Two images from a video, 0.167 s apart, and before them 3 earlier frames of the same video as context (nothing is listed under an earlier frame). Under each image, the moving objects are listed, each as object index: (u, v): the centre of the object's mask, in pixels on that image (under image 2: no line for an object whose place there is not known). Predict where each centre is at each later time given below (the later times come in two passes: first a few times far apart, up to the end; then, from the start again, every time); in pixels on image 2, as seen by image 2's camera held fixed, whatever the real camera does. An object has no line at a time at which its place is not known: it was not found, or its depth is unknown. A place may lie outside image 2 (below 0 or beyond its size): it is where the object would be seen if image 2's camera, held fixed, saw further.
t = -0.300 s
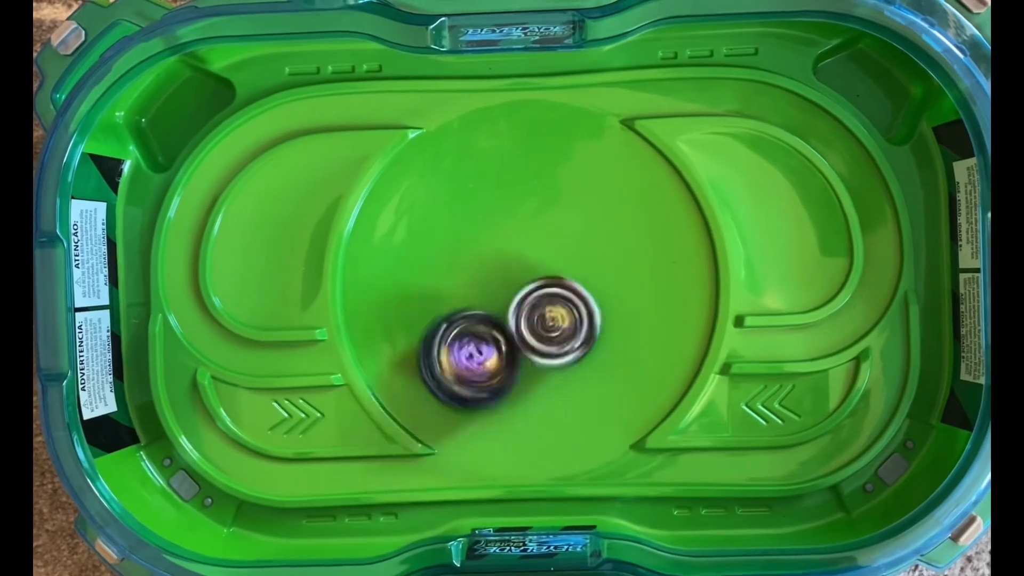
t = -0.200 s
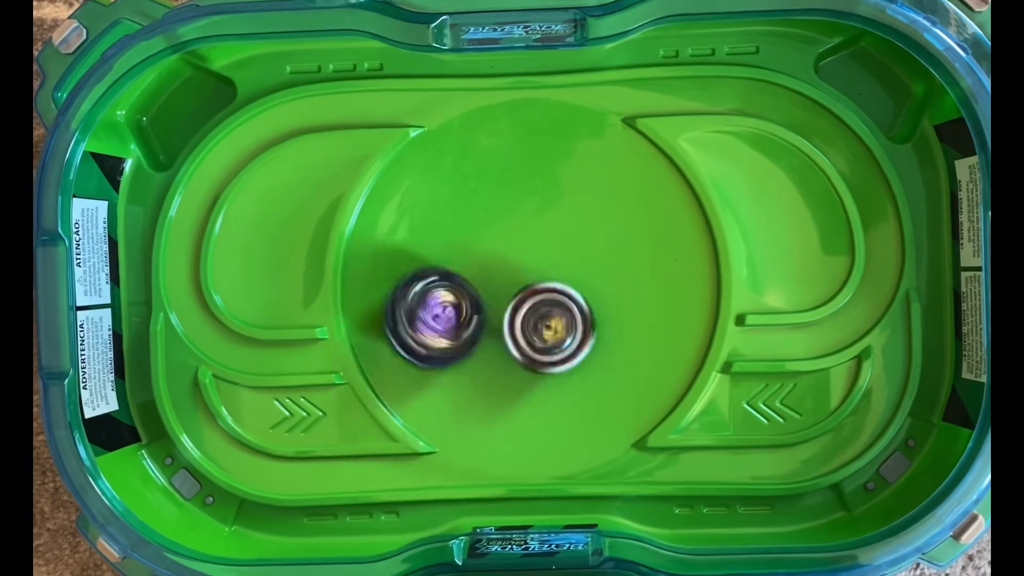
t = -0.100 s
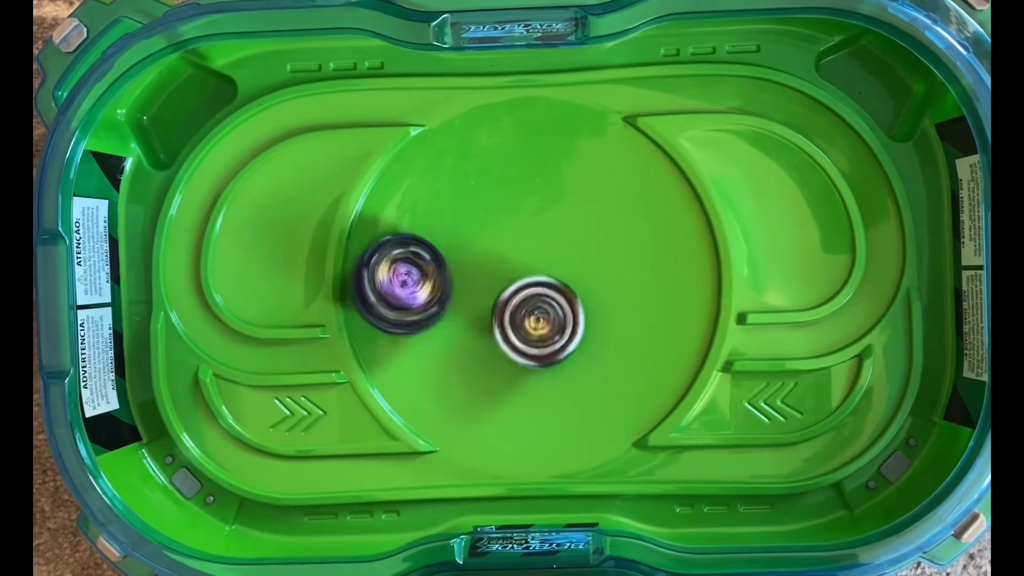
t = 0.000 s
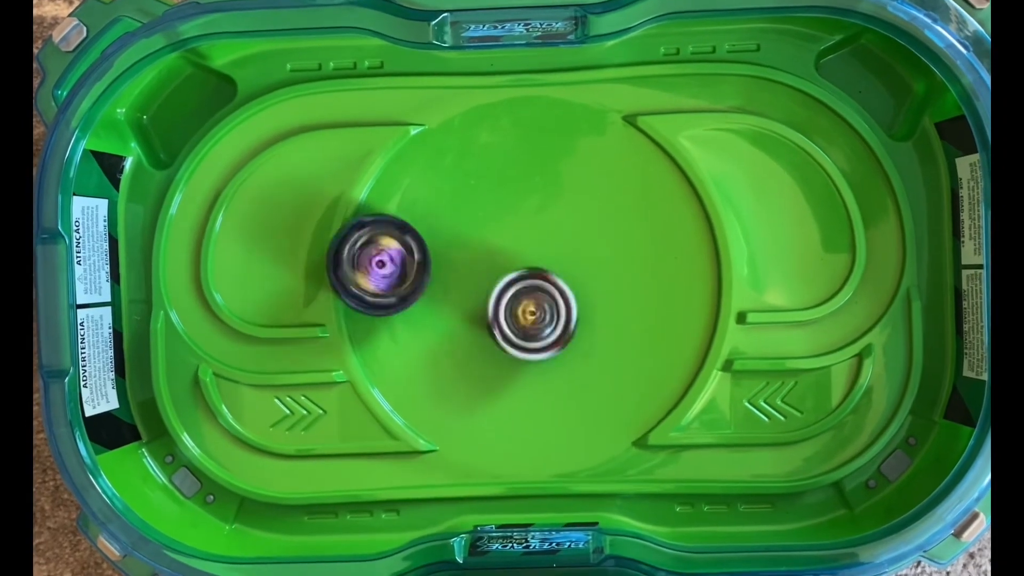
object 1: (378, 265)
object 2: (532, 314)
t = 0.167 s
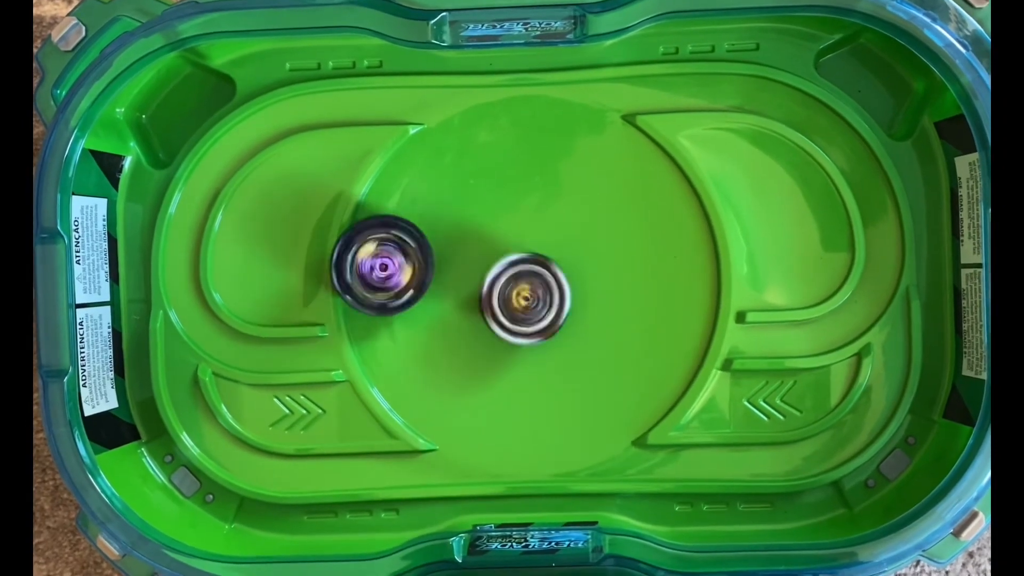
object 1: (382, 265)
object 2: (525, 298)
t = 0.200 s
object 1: (384, 262)
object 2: (526, 295)
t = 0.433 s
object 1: (453, 240)
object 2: (549, 292)
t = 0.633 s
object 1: (507, 223)
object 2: (587, 317)
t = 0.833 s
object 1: (559, 228)
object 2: (574, 337)
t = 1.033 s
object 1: (604, 250)
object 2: (526, 323)
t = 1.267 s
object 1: (607, 265)
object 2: (490, 258)
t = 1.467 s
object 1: (574, 302)
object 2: (501, 223)
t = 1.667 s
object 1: (522, 329)
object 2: (531, 227)
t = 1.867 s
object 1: (453, 345)
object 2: (538, 252)
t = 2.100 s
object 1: (437, 328)
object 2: (513, 279)
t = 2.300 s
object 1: (421, 271)
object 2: (521, 286)
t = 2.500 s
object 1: (421, 249)
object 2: (526, 292)
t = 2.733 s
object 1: (458, 227)
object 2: (524, 285)
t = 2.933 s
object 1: (491, 194)
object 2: (510, 315)
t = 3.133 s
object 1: (496, 196)
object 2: (512, 344)
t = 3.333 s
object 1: (524, 215)
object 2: (519, 338)
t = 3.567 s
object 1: (562, 235)
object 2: (518, 334)
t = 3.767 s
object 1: (577, 245)
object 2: (518, 334)
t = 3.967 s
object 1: (580, 253)
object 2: (518, 334)
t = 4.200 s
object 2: (517, 334)
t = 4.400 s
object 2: (516, 334)
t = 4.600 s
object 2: (517, 334)
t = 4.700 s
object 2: (517, 334)
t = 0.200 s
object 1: (384, 262)
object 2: (526, 295)
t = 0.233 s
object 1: (391, 259)
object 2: (526, 291)
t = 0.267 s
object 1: (399, 260)
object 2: (529, 288)
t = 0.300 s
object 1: (409, 258)
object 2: (530, 286)
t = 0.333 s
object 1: (424, 256)
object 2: (531, 283)
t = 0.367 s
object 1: (436, 255)
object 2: (533, 281)
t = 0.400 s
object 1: (443, 247)
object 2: (543, 287)
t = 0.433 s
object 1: (453, 240)
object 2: (549, 292)
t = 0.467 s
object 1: (463, 238)
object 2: (557, 293)
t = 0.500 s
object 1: (468, 235)
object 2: (569, 295)
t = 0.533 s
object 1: (476, 229)
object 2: (576, 302)
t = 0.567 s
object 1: (489, 224)
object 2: (581, 307)
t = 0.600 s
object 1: (499, 223)
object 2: (585, 311)
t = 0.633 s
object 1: (507, 223)
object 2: (587, 317)
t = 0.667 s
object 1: (515, 220)
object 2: (588, 322)
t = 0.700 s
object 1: (527, 219)
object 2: (586, 325)
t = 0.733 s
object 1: (538, 223)
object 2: (585, 329)
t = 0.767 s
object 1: (544, 226)
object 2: (581, 330)
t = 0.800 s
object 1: (550, 227)
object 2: (580, 331)
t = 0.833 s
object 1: (559, 228)
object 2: (574, 337)
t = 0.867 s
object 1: (569, 232)
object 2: (566, 336)
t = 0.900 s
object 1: (577, 240)
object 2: (562, 335)
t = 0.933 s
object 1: (584, 243)
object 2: (551, 336)
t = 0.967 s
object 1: (592, 243)
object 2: (543, 331)
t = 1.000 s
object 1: (600, 246)
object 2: (536, 328)
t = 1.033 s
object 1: (604, 250)
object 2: (526, 323)
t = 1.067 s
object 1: (606, 252)
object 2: (518, 314)
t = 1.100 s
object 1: (609, 252)
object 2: (511, 307)
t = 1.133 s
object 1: (613, 253)
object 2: (503, 298)
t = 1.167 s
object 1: (613, 256)
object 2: (498, 287)
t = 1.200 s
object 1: (608, 259)
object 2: (495, 277)
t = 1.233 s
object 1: (606, 260)
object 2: (491, 268)
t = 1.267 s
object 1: (607, 265)
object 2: (490, 258)
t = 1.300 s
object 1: (605, 273)
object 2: (490, 250)
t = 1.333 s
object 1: (598, 278)
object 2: (489, 242)
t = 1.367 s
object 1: (594, 282)
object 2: (493, 236)
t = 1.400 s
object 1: (590, 288)
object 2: (495, 233)
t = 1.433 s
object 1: (583, 297)
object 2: (496, 227)
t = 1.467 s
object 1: (574, 302)
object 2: (501, 223)
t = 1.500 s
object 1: (567, 305)
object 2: (505, 226)
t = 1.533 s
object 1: (562, 309)
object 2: (506, 229)
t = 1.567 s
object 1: (556, 313)
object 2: (509, 227)
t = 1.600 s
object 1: (548, 318)
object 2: (516, 229)
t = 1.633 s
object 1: (535, 323)
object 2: (522, 228)
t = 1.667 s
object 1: (522, 329)
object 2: (531, 227)
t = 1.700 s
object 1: (509, 334)
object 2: (536, 233)
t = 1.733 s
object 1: (496, 338)
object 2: (535, 240)
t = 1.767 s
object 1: (484, 339)
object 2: (531, 242)
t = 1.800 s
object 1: (474, 342)
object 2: (531, 241)
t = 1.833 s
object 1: (463, 344)
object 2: (536, 245)
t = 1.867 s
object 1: (453, 345)
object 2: (538, 252)
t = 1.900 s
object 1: (446, 344)
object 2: (535, 258)
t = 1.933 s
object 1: (442, 343)
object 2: (530, 262)
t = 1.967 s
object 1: (439, 342)
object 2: (526, 264)
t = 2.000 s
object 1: (439, 340)
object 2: (523, 268)
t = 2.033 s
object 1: (438, 339)
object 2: (520, 275)
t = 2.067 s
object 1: (438, 335)
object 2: (513, 279)
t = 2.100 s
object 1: (437, 328)
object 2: (513, 279)
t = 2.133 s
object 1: (434, 317)
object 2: (520, 283)
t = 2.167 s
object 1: (433, 305)
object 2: (523, 290)
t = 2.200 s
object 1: (431, 295)
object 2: (524, 296)
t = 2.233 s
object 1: (427, 285)
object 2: (519, 296)
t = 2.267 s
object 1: (423, 278)
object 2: (519, 290)
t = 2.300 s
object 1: (421, 271)
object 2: (521, 286)
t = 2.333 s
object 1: (420, 266)
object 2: (524, 284)
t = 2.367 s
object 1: (419, 262)
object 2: (527, 283)
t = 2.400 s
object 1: (418, 258)
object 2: (531, 285)
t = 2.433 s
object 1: (419, 255)
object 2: (532, 288)
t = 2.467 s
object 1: (419, 252)
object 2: (530, 292)
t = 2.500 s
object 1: (421, 249)
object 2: (526, 292)
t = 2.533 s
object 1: (423, 246)
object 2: (523, 291)
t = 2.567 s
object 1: (427, 243)
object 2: (521, 289)
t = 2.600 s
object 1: (432, 240)
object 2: (520, 285)
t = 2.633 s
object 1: (438, 237)
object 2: (522, 281)
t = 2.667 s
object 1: (444, 234)
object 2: (526, 278)
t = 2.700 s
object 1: (451, 231)
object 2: (528, 281)
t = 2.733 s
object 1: (458, 227)
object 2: (524, 285)
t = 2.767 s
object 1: (468, 220)
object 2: (521, 290)
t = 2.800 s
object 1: (477, 215)
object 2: (517, 296)
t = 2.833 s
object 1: (483, 210)
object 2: (511, 296)
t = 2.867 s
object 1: (488, 205)
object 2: (509, 297)
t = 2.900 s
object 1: (490, 200)
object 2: (510, 307)
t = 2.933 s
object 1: (491, 194)
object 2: (510, 315)
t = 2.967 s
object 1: (491, 189)
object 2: (512, 323)
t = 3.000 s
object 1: (492, 186)
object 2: (511, 330)
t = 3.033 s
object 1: (493, 185)
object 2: (512, 336)
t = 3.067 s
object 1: (494, 188)
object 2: (512, 340)
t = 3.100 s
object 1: (494, 192)
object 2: (512, 342)
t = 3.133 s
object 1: (496, 196)
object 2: (512, 344)
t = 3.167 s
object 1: (498, 198)
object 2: (511, 344)
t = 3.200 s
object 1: (502, 201)
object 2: (512, 343)
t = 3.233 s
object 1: (507, 202)
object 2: (513, 341)
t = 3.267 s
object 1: (512, 206)
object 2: (516, 340)
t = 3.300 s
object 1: (518, 211)
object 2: (518, 339)
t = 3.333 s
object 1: (524, 215)
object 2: (519, 338)
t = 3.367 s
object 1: (531, 221)
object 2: (519, 337)
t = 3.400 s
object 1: (537, 225)
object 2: (518, 335)
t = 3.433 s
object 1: (543, 230)
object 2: (517, 334)
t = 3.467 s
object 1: (548, 233)
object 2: (517, 334)
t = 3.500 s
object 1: (553, 234)
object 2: (517, 334)
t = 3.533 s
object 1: (557, 235)
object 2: (518, 335)
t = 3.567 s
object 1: (562, 235)
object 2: (518, 334)
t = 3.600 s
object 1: (567, 235)
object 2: (518, 334)
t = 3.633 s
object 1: (570, 238)
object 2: (518, 334)
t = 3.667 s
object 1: (572, 242)
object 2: (518, 334)
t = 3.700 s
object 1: (574, 244)
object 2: (518, 334)
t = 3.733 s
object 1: (575, 245)
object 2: (517, 334)
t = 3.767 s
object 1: (577, 245)
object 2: (518, 334)
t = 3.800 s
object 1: (579, 245)
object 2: (518, 334)
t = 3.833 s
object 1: (578, 246)
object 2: (518, 334)
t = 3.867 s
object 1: (578, 248)
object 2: (518, 334)
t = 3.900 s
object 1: (579, 249)
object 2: (518, 334)
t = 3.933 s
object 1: (579, 251)
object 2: (518, 334)
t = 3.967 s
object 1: (580, 253)
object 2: (518, 334)
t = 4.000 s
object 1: (580, 257)
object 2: (518, 334)
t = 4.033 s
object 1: (581, 261)
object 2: (518, 334)
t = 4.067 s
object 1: (581, 265)
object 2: (518, 334)
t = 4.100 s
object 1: (583, 270)
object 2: (517, 334)
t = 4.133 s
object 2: (517, 335)
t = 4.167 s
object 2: (517, 334)
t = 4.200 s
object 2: (517, 334)
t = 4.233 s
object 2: (517, 334)
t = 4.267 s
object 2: (517, 334)
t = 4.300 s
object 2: (517, 334)
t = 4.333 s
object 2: (516, 334)
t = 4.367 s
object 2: (516, 334)
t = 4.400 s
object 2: (516, 334)
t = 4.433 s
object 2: (516, 334)
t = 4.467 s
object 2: (516, 334)
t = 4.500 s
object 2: (517, 334)
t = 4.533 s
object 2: (517, 334)
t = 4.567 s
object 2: (517, 334)
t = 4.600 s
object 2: (517, 334)
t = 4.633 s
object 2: (517, 334)
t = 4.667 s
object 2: (517, 334)
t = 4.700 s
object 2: (517, 334)
